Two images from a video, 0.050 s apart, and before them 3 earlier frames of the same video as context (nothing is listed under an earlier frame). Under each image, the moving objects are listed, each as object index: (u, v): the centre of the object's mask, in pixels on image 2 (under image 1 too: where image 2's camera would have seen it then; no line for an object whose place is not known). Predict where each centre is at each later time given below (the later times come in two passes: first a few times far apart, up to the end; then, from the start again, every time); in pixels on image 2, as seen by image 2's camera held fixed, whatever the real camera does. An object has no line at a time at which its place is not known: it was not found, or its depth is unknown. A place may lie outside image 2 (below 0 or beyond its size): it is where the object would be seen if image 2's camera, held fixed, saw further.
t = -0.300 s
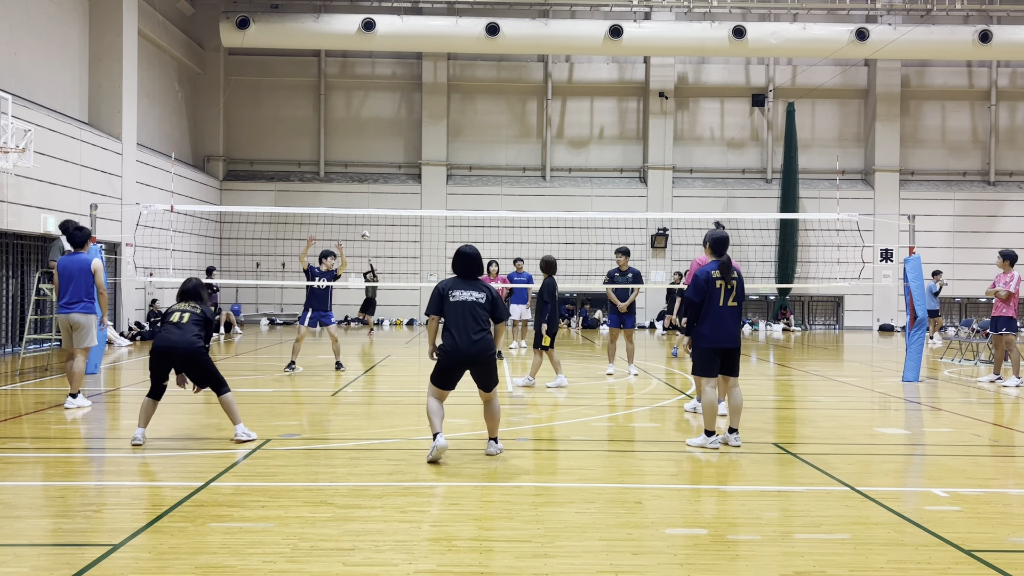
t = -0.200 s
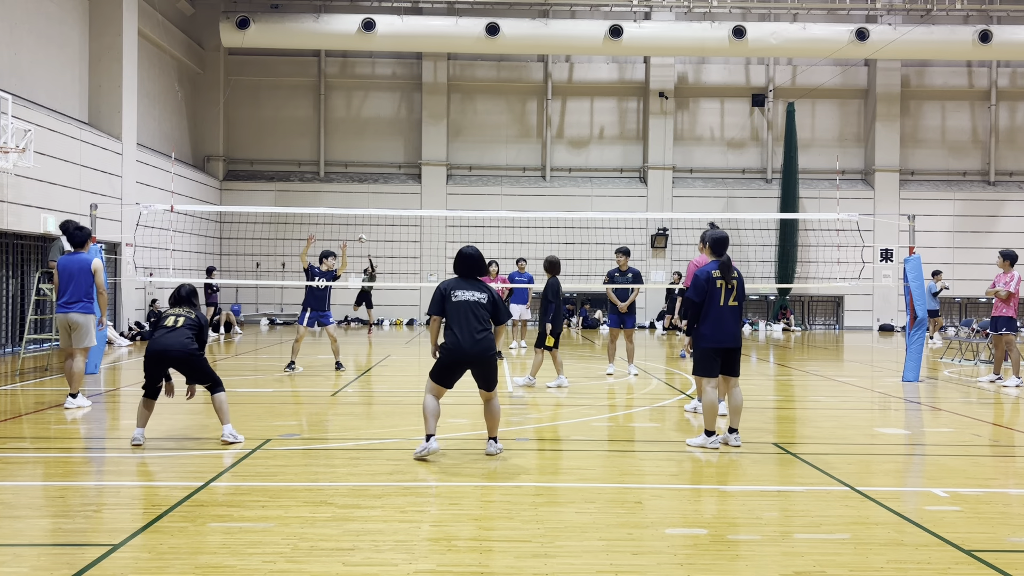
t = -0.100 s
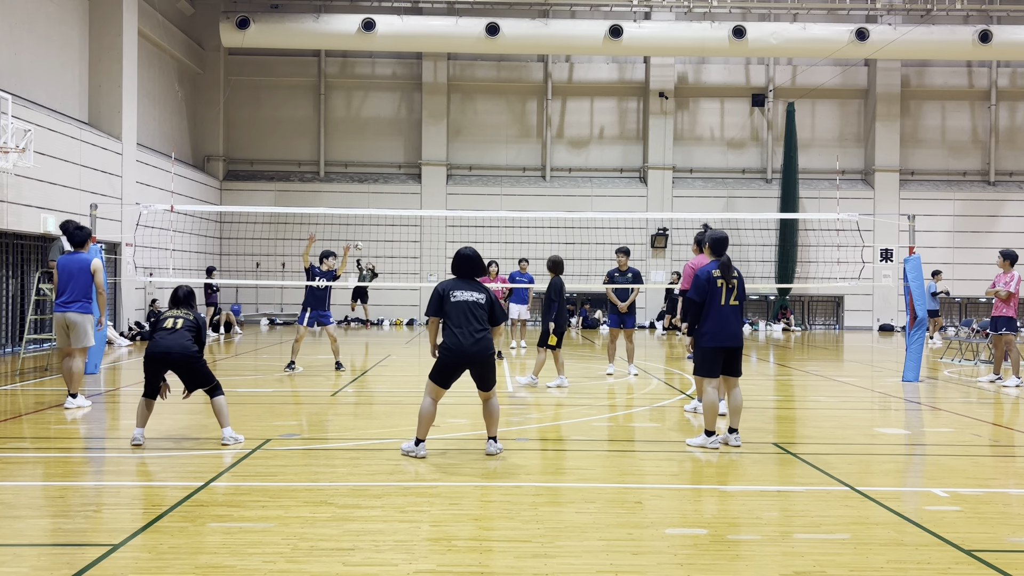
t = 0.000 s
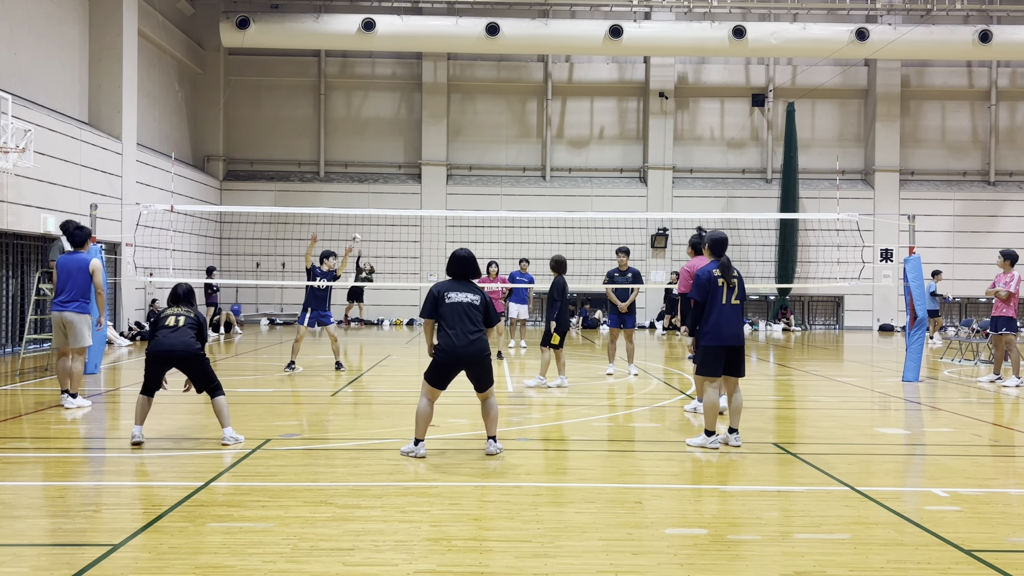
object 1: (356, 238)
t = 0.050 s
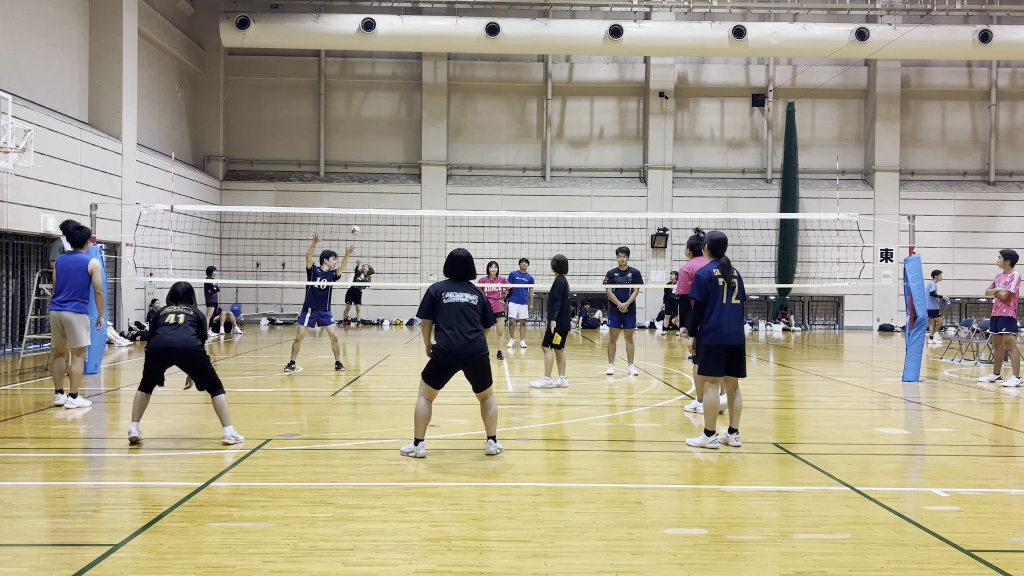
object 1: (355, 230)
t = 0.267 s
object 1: (352, 202)
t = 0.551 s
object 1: (352, 196)
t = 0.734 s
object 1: (356, 221)
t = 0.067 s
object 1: (355, 227)
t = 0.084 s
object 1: (354, 225)
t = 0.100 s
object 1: (354, 223)
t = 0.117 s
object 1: (354, 220)
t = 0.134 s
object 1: (354, 218)
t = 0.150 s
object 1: (353, 217)
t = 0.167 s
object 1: (353, 216)
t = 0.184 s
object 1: (352, 215)
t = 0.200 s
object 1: (353, 207)
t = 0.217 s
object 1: (352, 206)
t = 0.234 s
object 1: (352, 205)
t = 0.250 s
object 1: (352, 204)
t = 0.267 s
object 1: (352, 202)
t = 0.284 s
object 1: (351, 201)
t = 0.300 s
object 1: (351, 200)
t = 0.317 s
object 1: (351, 198)
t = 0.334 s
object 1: (352, 197)
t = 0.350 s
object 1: (351, 196)
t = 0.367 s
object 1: (352, 195)
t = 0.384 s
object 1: (352, 195)
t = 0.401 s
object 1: (351, 194)
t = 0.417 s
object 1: (352, 193)
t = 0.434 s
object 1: (352, 193)
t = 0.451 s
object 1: (352, 193)
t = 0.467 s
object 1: (352, 193)
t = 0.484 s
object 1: (352, 193)
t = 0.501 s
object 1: (352, 194)
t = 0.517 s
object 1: (352, 194)
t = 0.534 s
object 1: (352, 195)
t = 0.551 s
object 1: (352, 196)
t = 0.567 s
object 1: (353, 197)
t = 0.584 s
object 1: (353, 199)
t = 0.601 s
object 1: (353, 200)
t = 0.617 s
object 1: (353, 201)
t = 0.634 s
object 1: (354, 203)
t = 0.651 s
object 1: (354, 204)
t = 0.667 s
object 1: (355, 207)
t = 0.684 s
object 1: (355, 216)
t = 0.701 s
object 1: (355, 217)
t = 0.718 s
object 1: (356, 219)
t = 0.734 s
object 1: (356, 221)
